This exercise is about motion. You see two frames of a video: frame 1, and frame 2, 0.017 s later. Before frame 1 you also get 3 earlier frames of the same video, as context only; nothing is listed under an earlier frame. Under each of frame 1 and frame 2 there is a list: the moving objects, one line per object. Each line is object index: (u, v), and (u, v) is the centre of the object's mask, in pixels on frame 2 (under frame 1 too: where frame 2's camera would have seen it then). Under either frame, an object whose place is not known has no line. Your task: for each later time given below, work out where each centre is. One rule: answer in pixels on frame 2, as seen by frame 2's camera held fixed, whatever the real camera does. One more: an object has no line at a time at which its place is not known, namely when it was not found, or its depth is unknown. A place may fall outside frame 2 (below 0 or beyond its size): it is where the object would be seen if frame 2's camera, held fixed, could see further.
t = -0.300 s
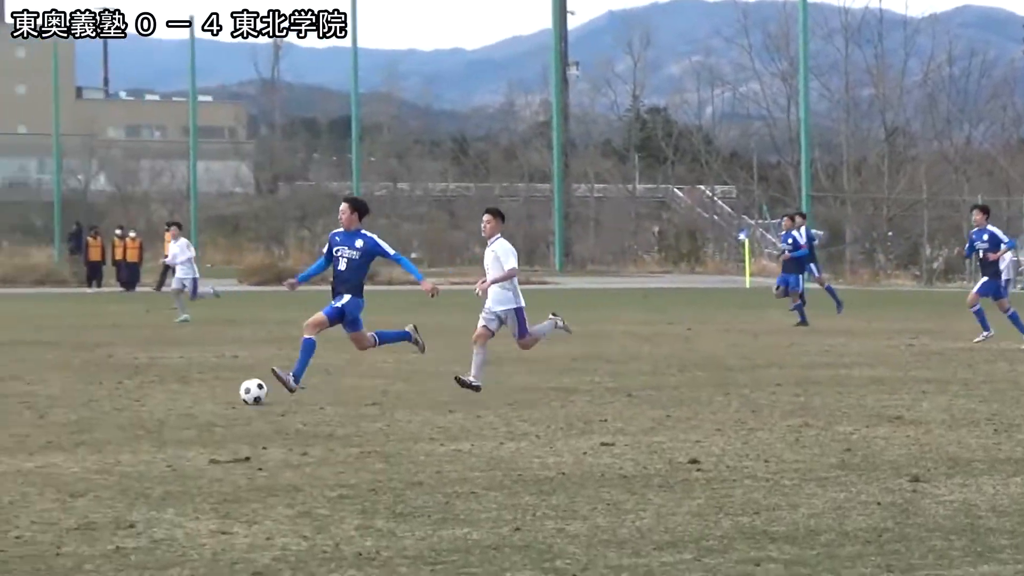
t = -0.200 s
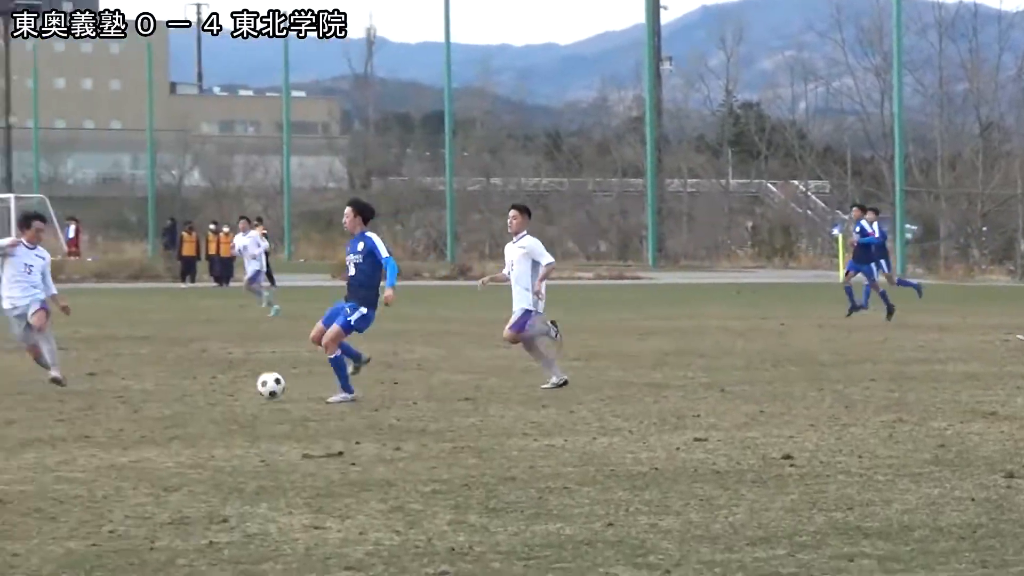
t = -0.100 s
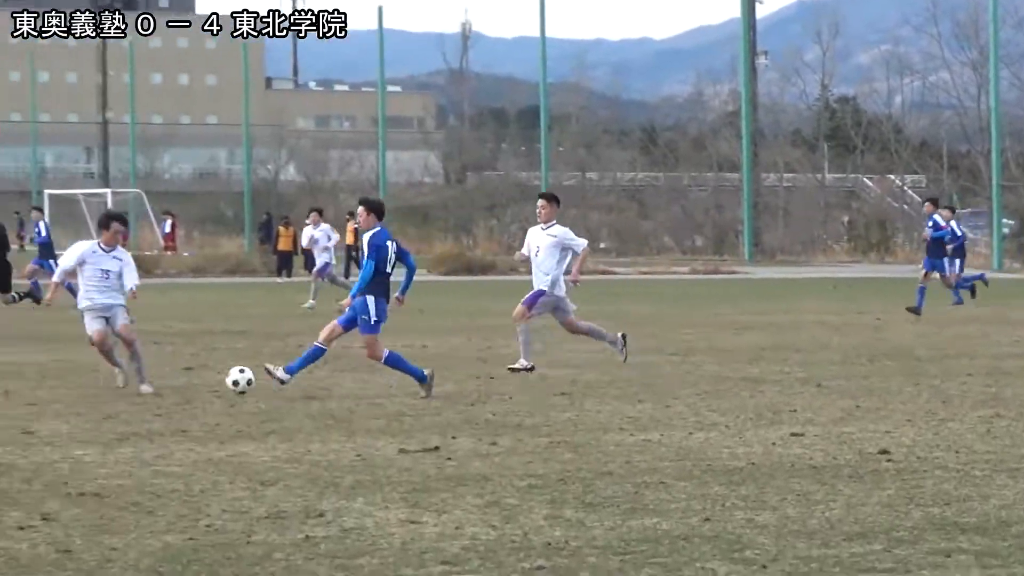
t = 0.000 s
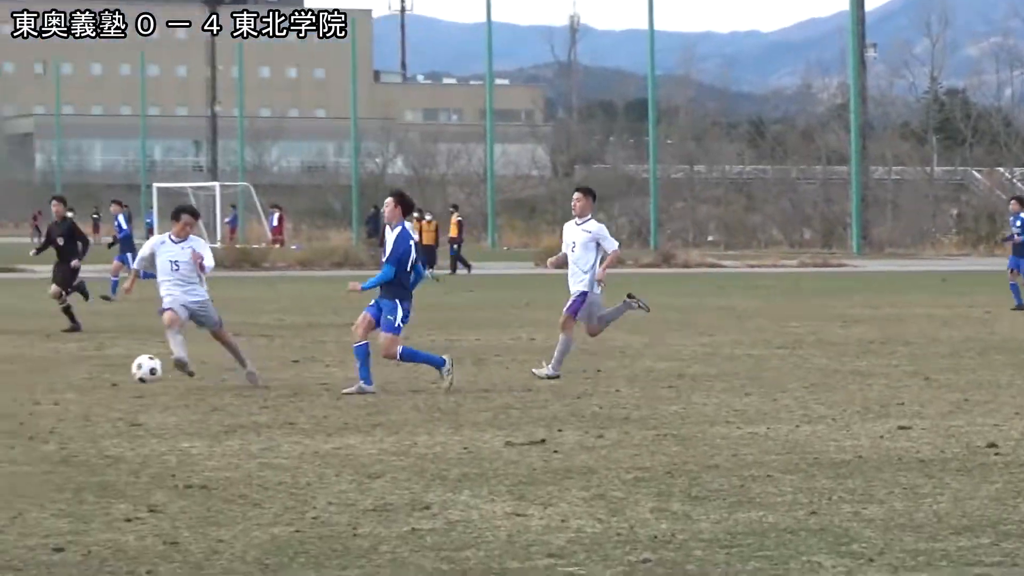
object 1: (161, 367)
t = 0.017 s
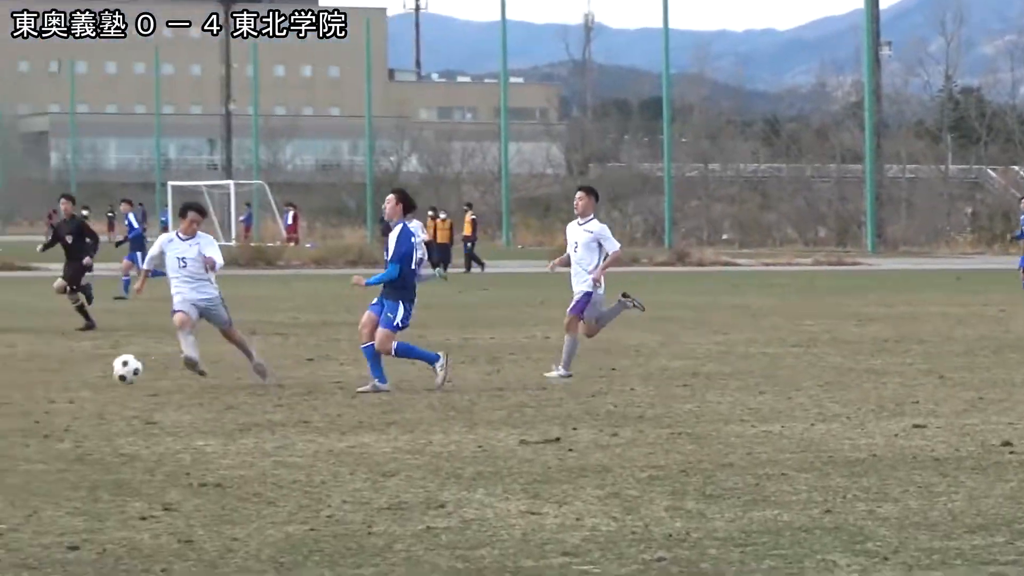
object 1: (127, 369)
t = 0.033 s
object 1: (92, 370)
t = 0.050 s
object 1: (56, 373)
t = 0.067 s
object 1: (19, 375)
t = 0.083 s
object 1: (-19, 379)
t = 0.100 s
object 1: (-57, 383)
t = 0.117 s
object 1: (-98, 387)
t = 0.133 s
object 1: (-137, 395)
